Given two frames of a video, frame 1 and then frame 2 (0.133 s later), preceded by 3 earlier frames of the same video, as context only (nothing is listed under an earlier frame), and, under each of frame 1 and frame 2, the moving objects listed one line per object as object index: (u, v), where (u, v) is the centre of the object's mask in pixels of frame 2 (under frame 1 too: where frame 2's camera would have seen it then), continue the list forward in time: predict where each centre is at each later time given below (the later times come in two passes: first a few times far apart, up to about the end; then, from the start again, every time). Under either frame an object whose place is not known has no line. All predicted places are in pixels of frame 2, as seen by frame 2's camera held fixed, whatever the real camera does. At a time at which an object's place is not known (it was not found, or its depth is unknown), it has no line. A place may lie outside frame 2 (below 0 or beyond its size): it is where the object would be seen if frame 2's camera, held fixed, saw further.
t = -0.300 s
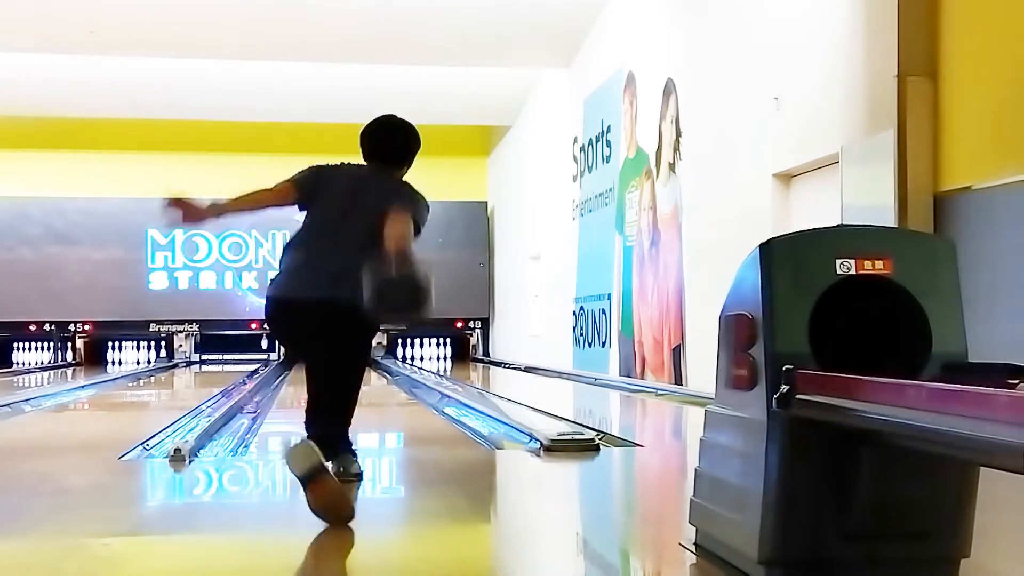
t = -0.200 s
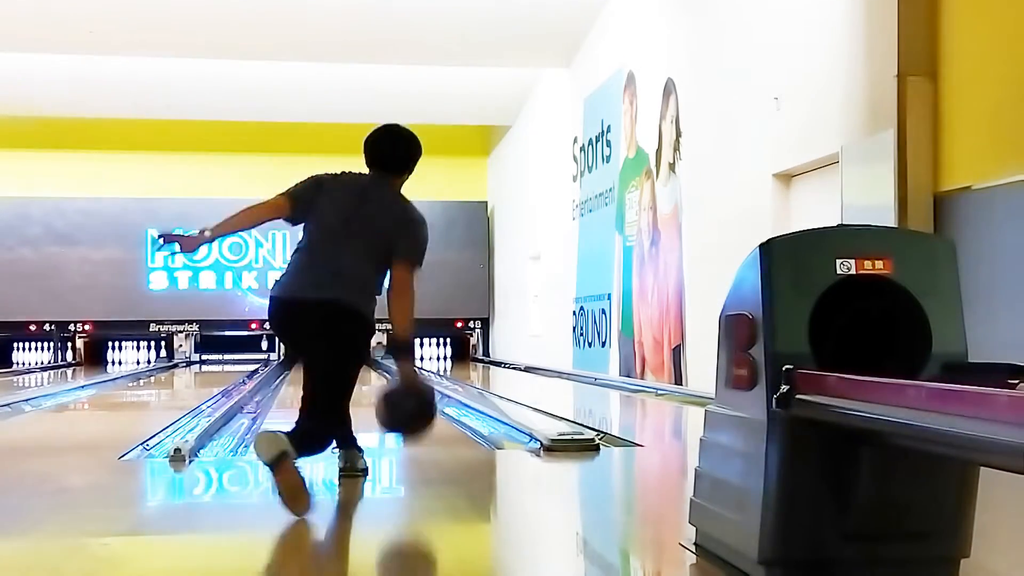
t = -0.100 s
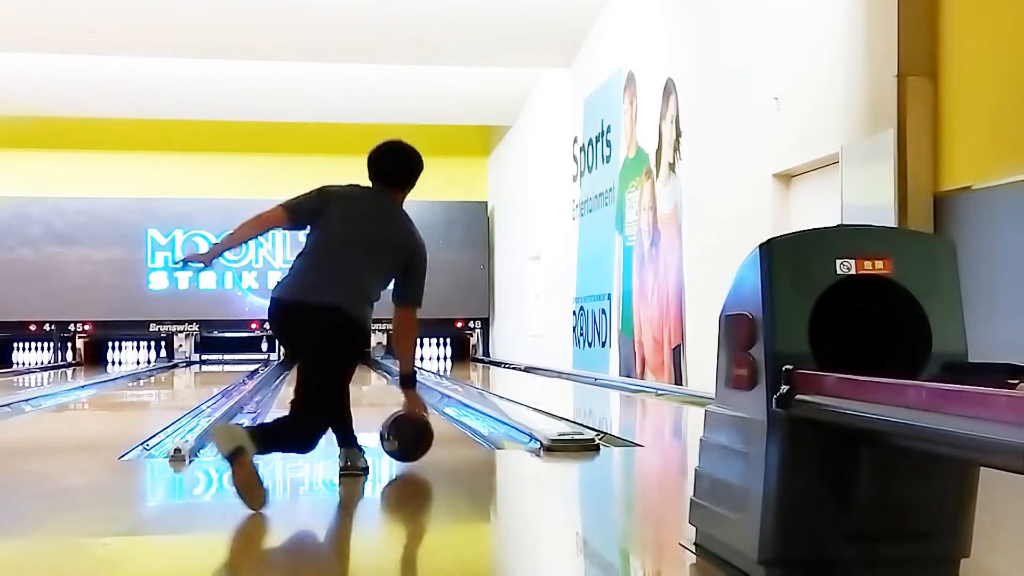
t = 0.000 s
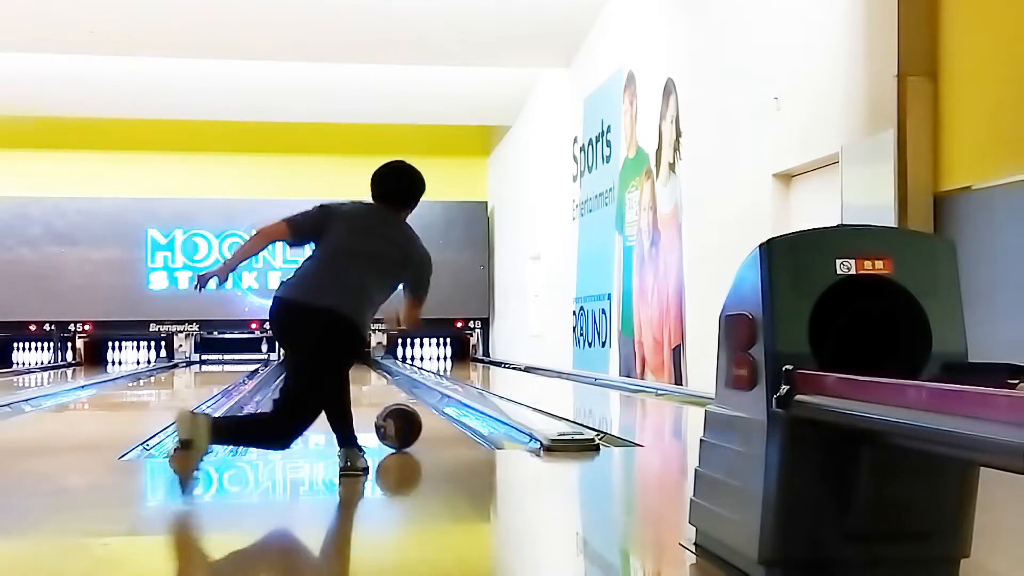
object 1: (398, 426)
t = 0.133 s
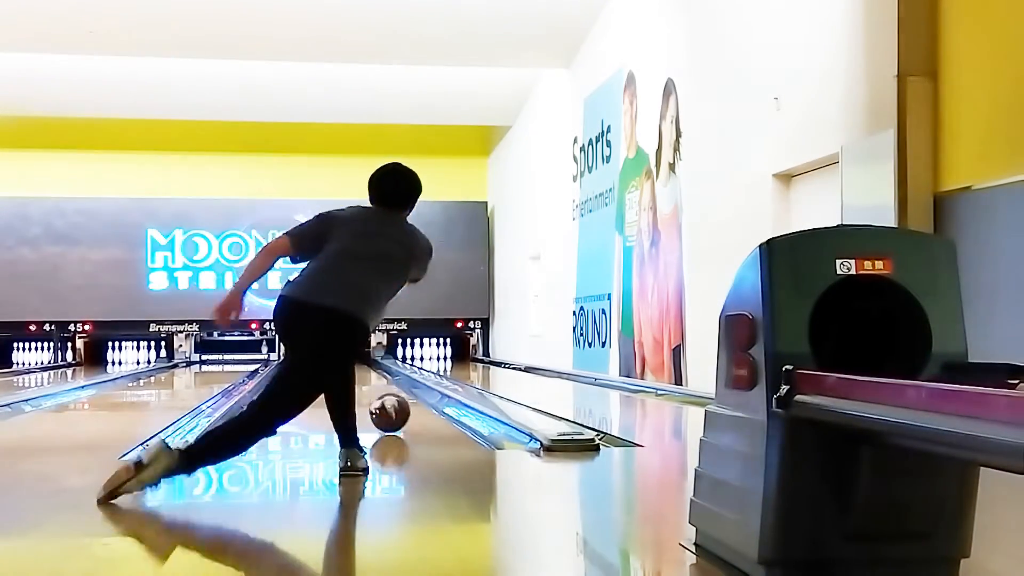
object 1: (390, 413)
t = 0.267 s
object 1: (384, 403)
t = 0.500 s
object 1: (374, 390)
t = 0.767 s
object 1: (370, 381)
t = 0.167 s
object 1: (388, 410)
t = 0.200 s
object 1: (386, 407)
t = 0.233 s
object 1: (385, 405)
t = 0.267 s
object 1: (384, 403)
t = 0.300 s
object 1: (382, 401)
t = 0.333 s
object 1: (380, 400)
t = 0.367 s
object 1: (379, 397)
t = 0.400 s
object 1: (378, 396)
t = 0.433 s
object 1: (377, 394)
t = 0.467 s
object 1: (375, 392)
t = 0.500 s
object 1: (374, 390)
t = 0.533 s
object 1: (373, 388)
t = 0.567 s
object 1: (372, 386)
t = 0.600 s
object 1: (371, 386)
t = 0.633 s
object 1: (371, 385)
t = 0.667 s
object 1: (370, 383)
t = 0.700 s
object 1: (369, 382)
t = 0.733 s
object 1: (369, 381)
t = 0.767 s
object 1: (370, 381)
